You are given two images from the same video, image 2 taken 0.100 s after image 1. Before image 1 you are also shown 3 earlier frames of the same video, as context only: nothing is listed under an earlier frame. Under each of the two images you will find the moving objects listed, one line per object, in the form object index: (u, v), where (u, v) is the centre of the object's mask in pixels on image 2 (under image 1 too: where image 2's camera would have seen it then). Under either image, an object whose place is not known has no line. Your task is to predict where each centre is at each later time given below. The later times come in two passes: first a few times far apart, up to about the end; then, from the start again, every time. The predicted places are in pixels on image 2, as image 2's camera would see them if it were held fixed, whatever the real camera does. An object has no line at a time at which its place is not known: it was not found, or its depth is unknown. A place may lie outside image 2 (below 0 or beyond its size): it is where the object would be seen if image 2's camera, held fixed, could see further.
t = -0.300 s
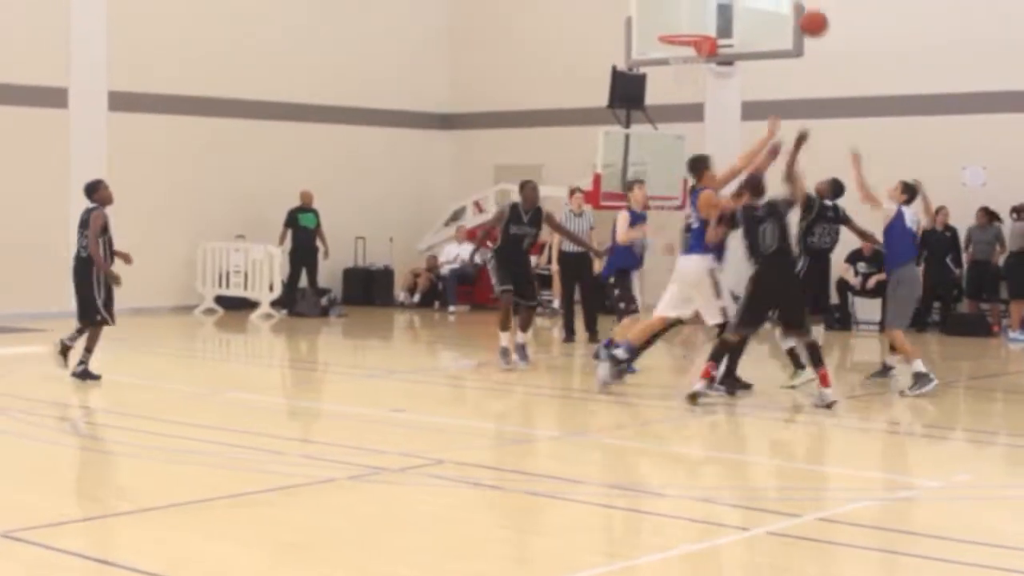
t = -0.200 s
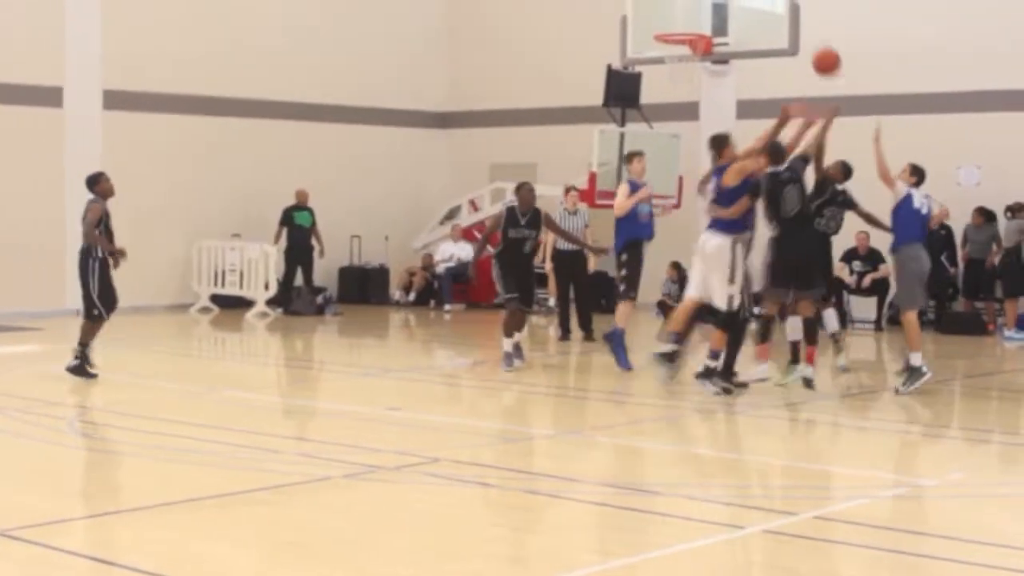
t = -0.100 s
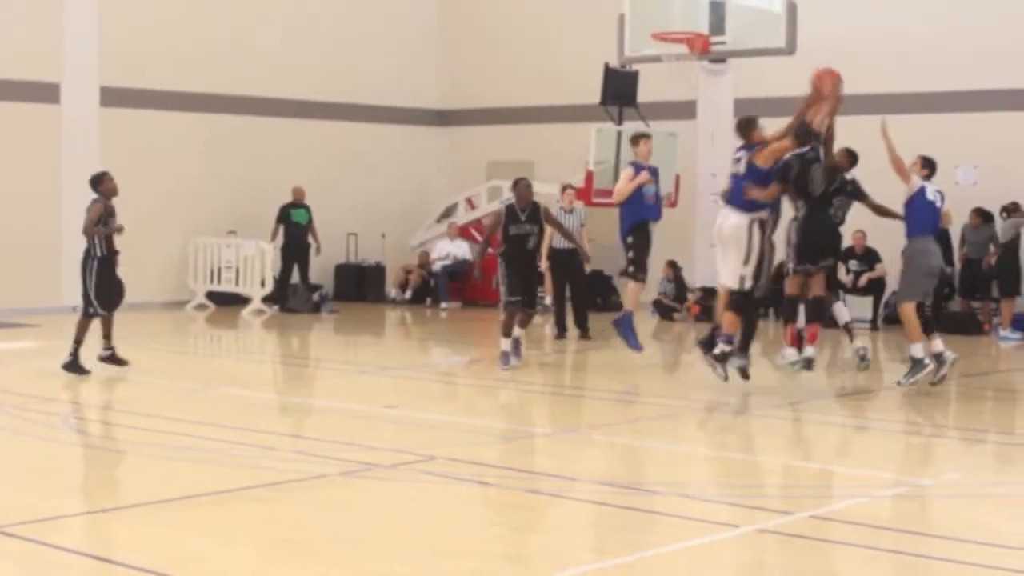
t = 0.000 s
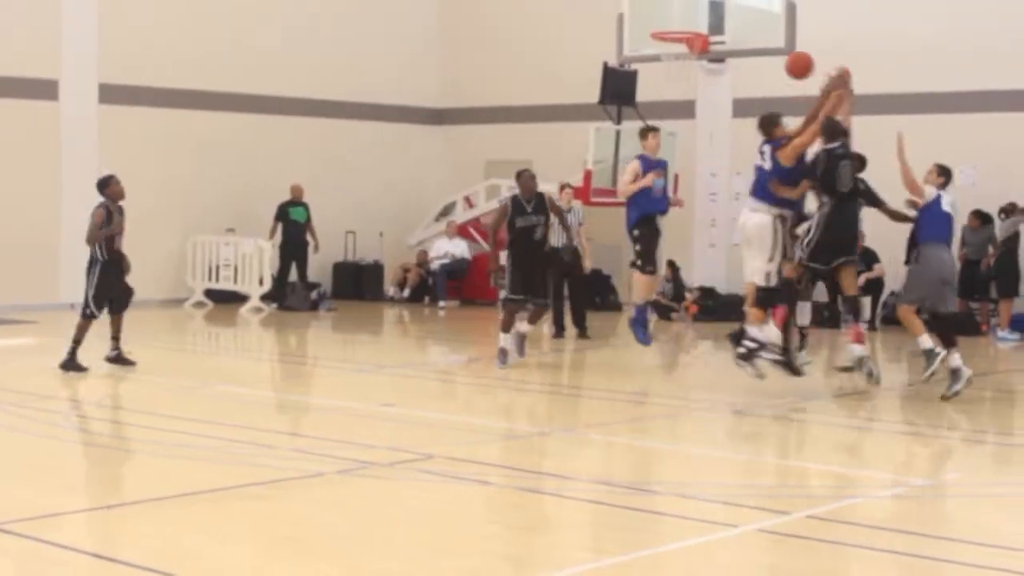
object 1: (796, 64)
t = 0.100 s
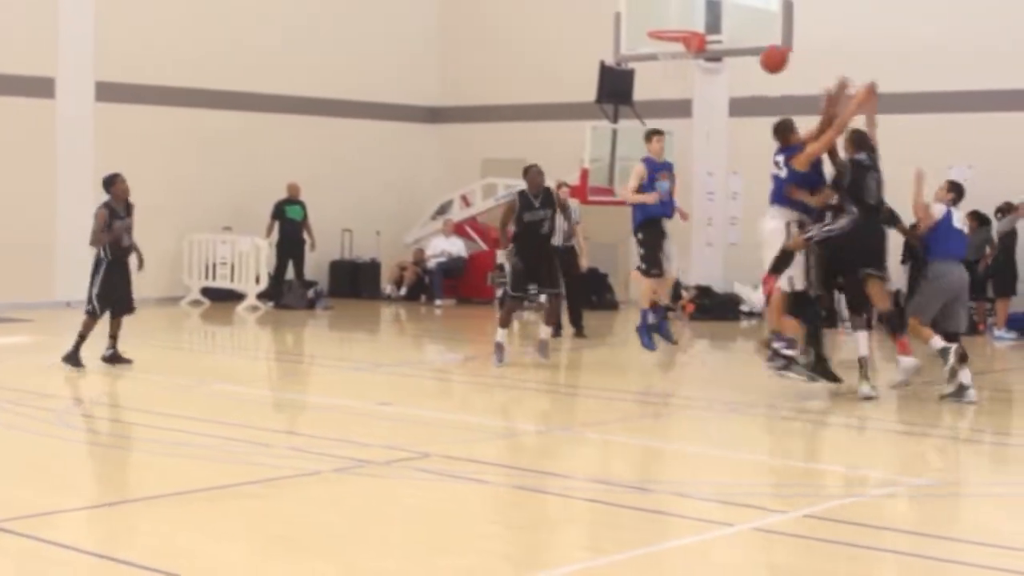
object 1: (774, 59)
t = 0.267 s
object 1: (736, 75)
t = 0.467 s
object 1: (690, 138)
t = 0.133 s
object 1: (767, 60)
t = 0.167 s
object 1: (758, 62)
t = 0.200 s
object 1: (751, 65)
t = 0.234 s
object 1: (744, 69)
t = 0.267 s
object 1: (736, 75)
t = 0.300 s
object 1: (729, 82)
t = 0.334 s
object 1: (721, 91)
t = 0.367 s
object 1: (713, 101)
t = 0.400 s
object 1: (706, 112)
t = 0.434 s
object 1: (699, 124)
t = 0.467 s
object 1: (690, 138)
